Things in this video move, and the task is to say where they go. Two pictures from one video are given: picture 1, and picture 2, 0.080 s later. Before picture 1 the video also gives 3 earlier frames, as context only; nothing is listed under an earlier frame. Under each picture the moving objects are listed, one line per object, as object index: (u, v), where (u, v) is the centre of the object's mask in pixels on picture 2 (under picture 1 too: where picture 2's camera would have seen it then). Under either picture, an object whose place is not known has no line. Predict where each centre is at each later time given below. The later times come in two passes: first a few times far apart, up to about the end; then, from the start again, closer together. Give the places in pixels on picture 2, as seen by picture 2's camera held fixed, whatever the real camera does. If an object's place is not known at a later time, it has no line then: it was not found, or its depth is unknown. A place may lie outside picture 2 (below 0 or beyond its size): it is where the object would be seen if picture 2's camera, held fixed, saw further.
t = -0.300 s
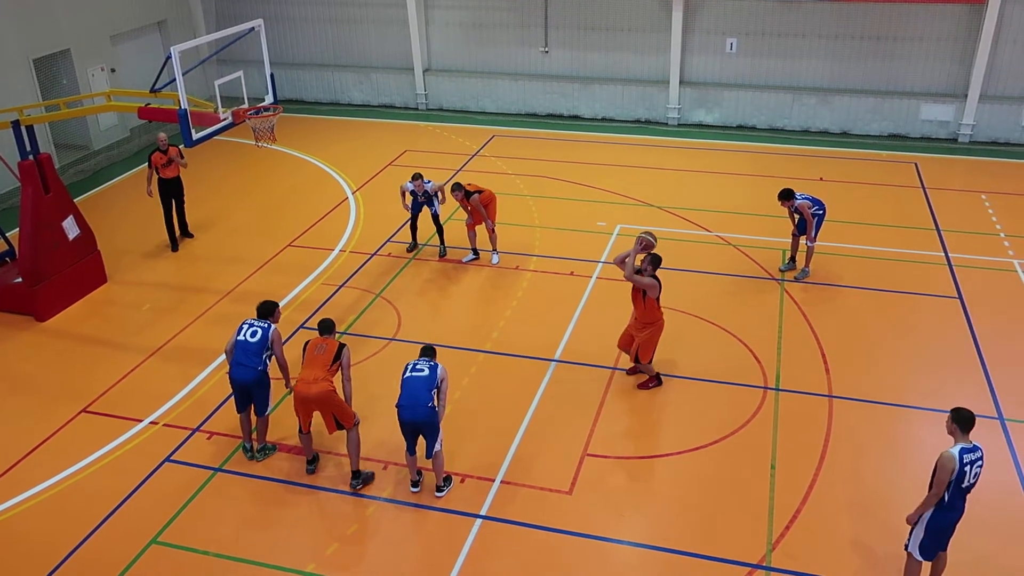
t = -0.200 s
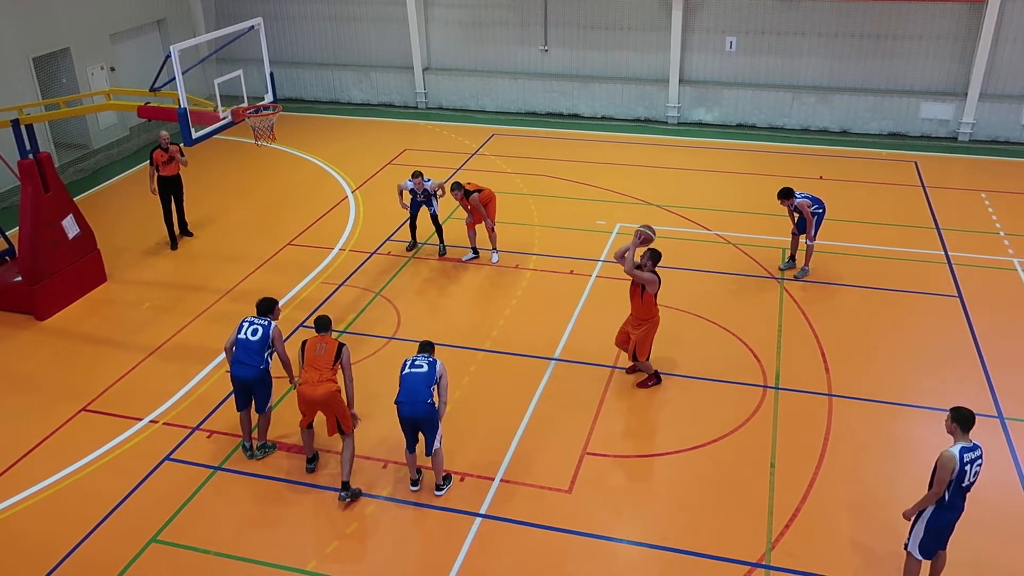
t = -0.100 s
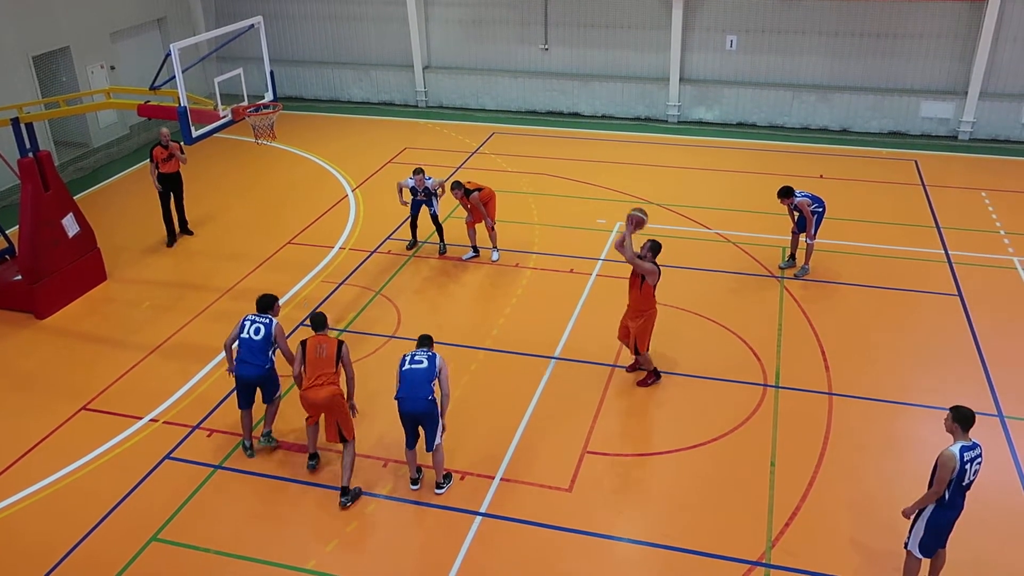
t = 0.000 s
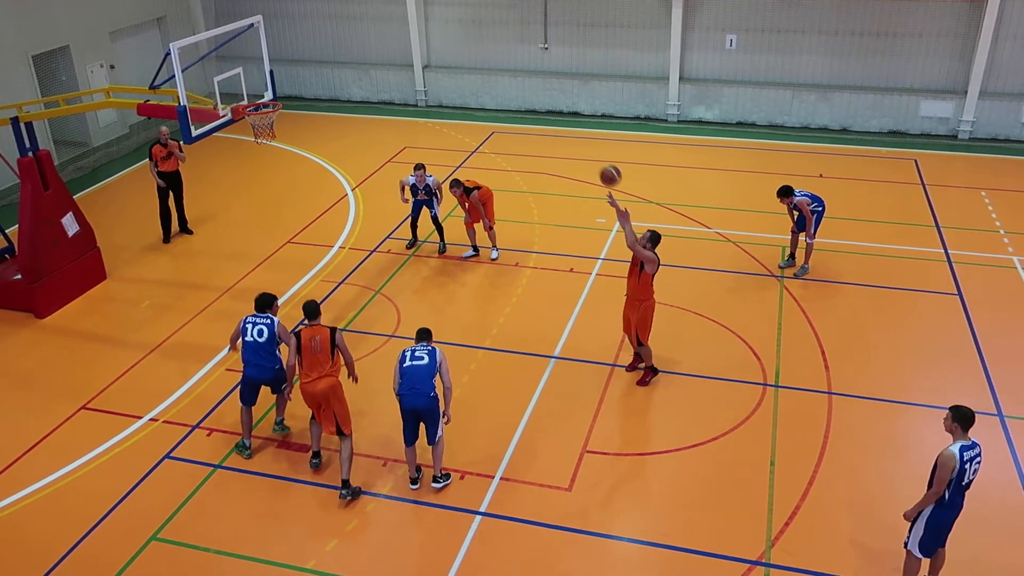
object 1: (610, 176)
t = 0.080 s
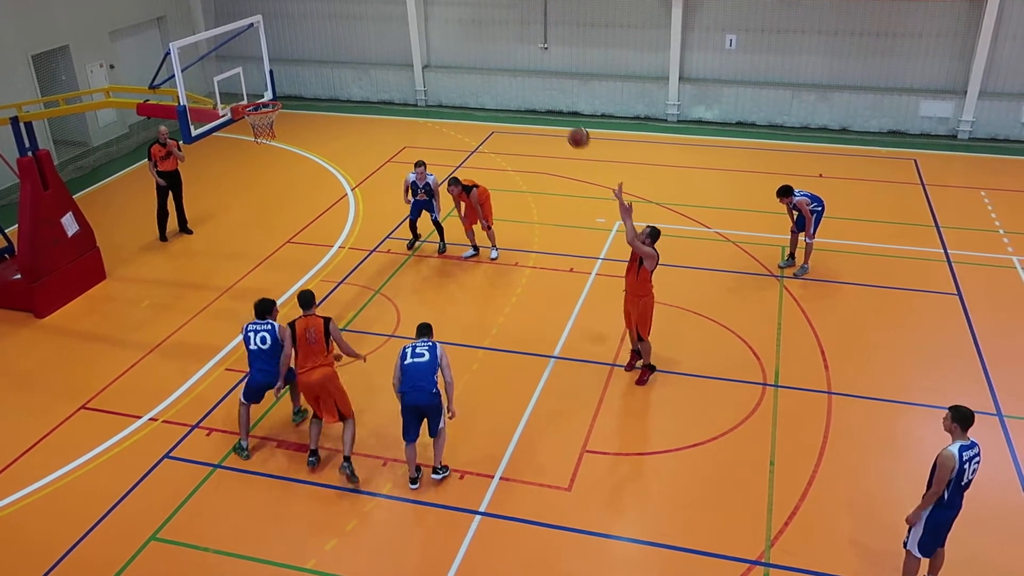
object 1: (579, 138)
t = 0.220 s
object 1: (522, 83)
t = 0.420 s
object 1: (442, 37)
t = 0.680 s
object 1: (347, 33)
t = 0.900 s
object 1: (277, 75)
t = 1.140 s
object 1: (259, 127)
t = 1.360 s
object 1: (224, 198)
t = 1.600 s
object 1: (196, 312)
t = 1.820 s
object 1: (157, 294)
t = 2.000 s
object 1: (121, 249)
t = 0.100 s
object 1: (571, 129)
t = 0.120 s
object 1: (563, 121)
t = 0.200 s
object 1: (530, 90)
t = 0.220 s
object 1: (522, 83)
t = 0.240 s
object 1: (514, 77)
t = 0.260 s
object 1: (506, 71)
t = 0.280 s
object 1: (498, 66)
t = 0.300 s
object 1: (490, 61)
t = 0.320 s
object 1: (482, 56)
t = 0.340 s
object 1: (474, 52)
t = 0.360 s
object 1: (466, 47)
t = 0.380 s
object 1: (458, 44)
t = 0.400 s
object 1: (450, 40)
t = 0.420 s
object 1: (442, 37)
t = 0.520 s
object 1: (404, 28)
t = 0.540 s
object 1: (396, 27)
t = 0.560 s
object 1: (389, 27)
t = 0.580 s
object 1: (382, 27)
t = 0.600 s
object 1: (375, 28)
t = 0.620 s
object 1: (368, 28)
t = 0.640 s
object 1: (361, 30)
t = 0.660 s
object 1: (353, 31)
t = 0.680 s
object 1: (347, 33)
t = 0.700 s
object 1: (339, 35)
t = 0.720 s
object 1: (333, 38)
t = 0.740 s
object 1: (326, 40)
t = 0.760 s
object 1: (320, 44)
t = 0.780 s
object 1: (313, 47)
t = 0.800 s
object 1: (307, 51)
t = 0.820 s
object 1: (300, 55)
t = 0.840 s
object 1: (294, 59)
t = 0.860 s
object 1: (288, 64)
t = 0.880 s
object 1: (283, 69)
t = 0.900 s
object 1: (277, 75)
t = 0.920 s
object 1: (270, 80)
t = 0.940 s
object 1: (265, 86)
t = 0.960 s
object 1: (259, 92)
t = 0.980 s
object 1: (254, 97)
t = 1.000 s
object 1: (248, 104)
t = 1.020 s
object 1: (252, 105)
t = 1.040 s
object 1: (262, 105)
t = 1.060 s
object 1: (275, 108)
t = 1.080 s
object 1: (273, 109)
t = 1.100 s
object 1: (268, 120)
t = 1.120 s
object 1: (262, 126)
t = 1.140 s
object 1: (259, 127)
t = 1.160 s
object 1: (255, 133)
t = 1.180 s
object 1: (251, 137)
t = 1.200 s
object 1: (249, 144)
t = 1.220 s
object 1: (246, 149)
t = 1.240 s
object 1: (242, 155)
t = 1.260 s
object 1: (239, 162)
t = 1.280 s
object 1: (236, 169)
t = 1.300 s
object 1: (233, 176)
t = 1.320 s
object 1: (230, 183)
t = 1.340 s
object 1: (227, 191)
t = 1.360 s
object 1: (224, 198)
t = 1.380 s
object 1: (222, 206)
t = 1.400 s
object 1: (219, 214)
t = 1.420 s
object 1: (216, 223)
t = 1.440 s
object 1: (214, 232)
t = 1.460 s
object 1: (211, 241)
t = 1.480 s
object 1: (209, 250)
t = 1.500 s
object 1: (206, 260)
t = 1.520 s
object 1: (204, 270)
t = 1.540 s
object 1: (202, 280)
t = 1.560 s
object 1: (200, 290)
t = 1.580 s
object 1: (198, 301)
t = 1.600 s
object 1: (196, 312)
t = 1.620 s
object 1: (194, 322)
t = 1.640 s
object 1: (193, 333)
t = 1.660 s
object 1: (191, 347)
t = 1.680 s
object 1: (188, 344)
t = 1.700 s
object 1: (183, 334)
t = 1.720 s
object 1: (179, 328)
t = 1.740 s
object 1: (174, 320)
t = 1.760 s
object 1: (170, 313)
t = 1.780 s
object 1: (166, 307)
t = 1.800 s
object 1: (161, 300)
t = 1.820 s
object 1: (157, 294)
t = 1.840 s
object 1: (153, 288)
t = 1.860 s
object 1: (149, 283)
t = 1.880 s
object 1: (145, 277)
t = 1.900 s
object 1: (140, 271)
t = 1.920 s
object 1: (136, 266)
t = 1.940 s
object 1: (132, 261)
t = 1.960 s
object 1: (128, 257)
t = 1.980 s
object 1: (124, 253)
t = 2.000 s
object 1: (121, 249)
